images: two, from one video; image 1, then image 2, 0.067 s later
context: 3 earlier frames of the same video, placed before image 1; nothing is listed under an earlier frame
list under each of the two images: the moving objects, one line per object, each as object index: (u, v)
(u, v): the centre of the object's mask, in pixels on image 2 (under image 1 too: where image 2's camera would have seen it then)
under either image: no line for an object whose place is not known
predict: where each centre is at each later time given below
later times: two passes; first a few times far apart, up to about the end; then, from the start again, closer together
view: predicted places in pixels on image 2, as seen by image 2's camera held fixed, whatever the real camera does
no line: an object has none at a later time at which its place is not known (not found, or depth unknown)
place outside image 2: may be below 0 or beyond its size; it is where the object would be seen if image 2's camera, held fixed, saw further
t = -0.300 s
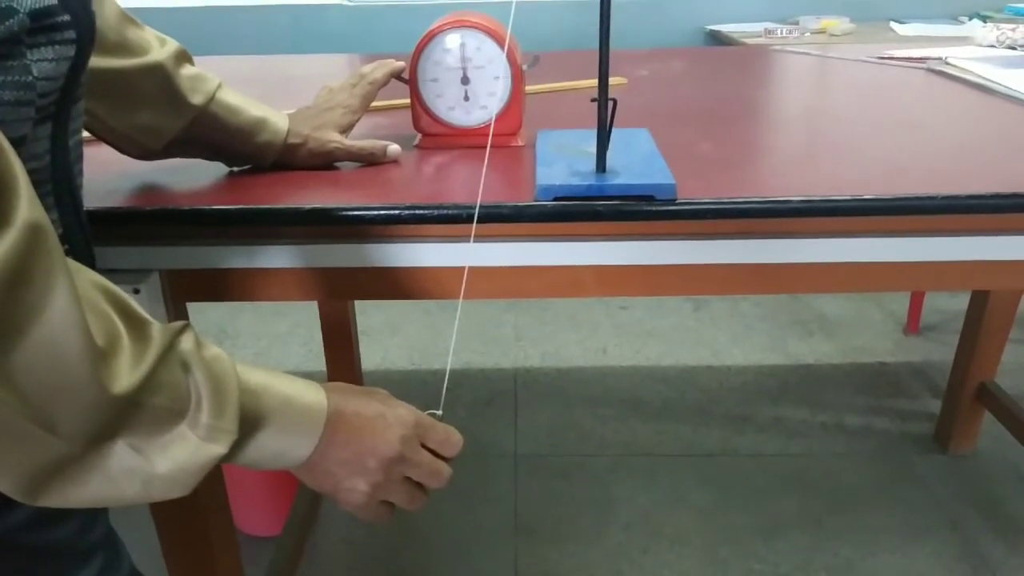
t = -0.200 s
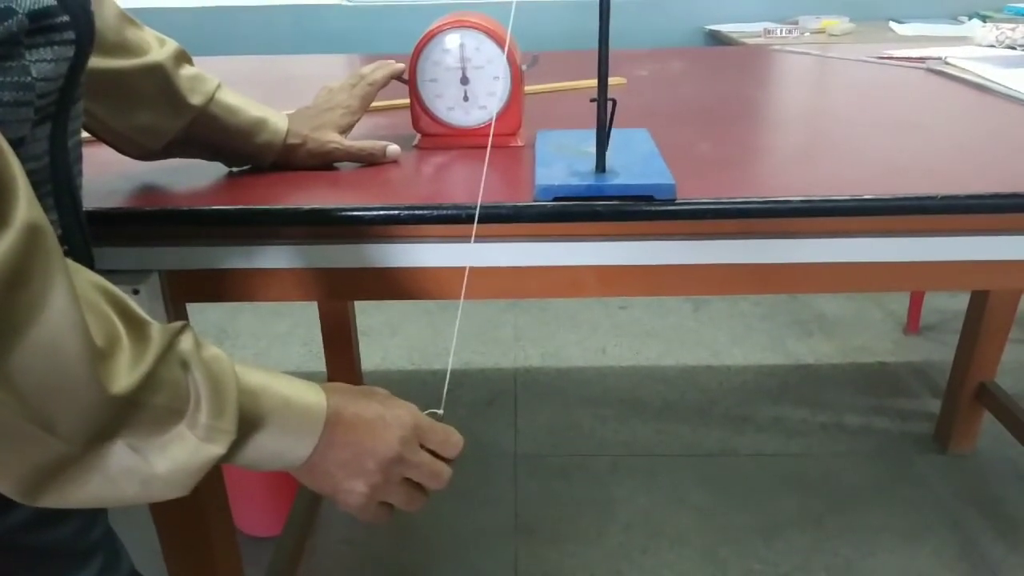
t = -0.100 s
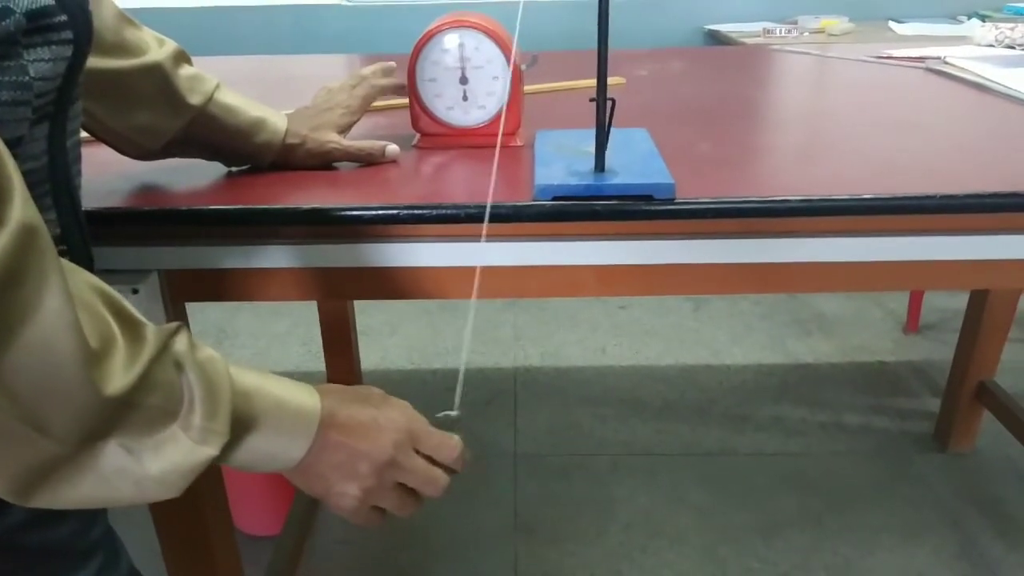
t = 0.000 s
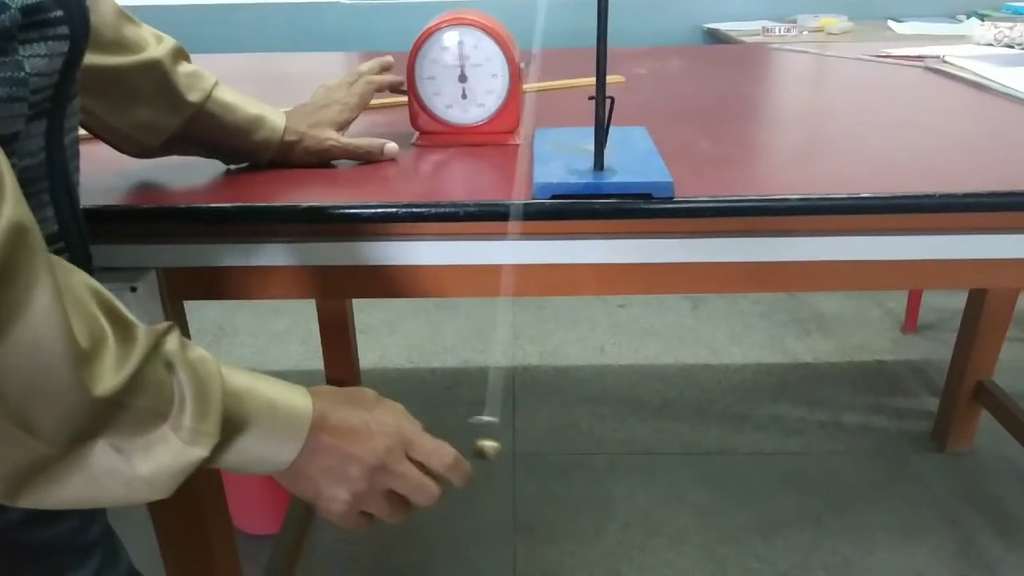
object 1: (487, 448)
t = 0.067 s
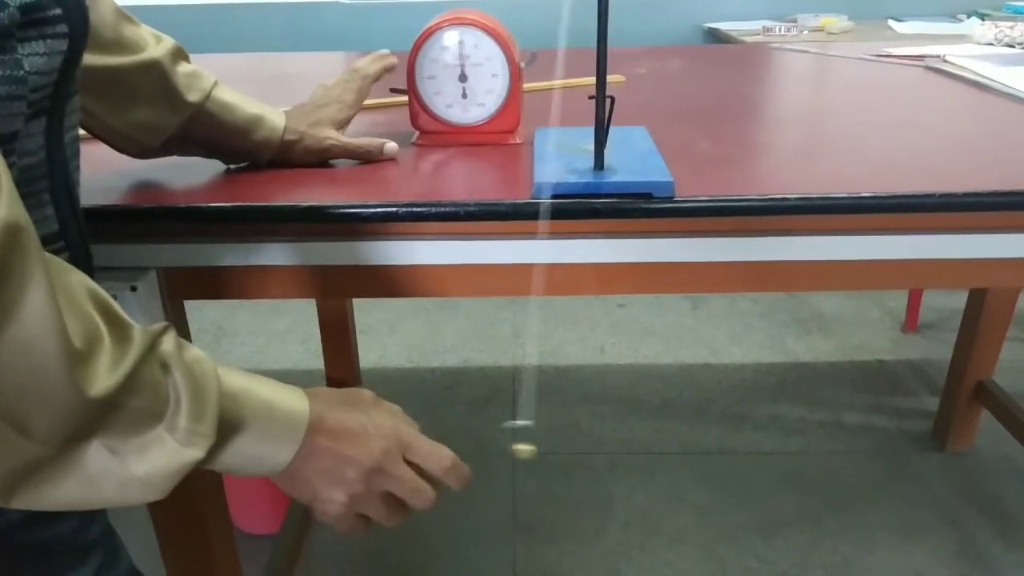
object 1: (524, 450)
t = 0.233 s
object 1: (631, 455)
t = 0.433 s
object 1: (746, 446)
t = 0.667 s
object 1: (787, 436)
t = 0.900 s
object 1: (703, 440)
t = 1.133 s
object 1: (557, 440)
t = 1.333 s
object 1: (458, 433)
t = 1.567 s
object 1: (444, 436)
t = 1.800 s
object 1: (546, 449)
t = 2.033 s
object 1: (697, 450)
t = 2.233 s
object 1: (780, 437)
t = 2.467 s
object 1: (765, 436)
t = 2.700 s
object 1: (640, 442)
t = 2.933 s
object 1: (498, 436)
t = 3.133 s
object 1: (437, 432)
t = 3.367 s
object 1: (479, 441)
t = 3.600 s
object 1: (615, 450)
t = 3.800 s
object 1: (735, 443)
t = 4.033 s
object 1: (789, 432)
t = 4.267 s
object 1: (716, 438)
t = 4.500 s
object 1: (572, 440)
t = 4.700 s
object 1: (467, 436)
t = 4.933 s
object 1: (439, 437)
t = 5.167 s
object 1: (531, 449)
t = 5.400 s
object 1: (680, 448)
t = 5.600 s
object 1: (771, 438)
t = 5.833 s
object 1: (767, 435)
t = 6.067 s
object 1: (653, 443)
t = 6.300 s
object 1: (510, 444)
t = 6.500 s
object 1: (440, 437)
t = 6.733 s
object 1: (469, 447)
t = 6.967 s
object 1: (598, 455)
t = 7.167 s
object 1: (719, 449)
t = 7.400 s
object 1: (781, 437)
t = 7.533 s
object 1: (752, 439)
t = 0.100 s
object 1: (544, 452)
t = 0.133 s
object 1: (565, 452)
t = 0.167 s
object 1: (586, 453)
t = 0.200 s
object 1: (609, 454)
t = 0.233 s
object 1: (631, 455)
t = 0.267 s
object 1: (653, 453)
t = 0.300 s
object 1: (674, 453)
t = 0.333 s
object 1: (695, 450)
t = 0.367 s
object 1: (714, 449)
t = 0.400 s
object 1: (732, 448)
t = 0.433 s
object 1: (746, 446)
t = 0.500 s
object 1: (771, 441)
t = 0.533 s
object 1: (780, 440)
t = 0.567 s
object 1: (786, 438)
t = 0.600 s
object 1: (789, 437)
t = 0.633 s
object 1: (789, 436)
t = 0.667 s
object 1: (787, 436)
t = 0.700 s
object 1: (782, 436)
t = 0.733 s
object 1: (775, 436)
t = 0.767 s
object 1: (764, 436)
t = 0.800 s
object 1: (752, 437)
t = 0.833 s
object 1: (738, 438)
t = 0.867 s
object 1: (722, 438)
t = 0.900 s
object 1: (703, 440)
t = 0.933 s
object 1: (684, 441)
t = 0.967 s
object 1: (664, 442)
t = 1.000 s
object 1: (643, 442)
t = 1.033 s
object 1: (621, 442)
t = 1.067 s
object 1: (599, 441)
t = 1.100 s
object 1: (578, 441)
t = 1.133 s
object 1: (557, 440)
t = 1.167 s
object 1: (537, 439)
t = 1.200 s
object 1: (517, 439)
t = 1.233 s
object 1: (500, 437)
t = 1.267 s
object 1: (484, 436)
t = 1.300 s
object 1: (471, 434)
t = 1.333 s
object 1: (458, 433)
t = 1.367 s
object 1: (449, 433)
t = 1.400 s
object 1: (442, 433)
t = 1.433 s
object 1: (437, 433)
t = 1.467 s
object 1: (435, 433)
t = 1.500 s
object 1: (435, 433)
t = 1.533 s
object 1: (438, 434)
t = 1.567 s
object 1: (444, 436)
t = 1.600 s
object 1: (452, 438)
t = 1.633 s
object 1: (463, 439)
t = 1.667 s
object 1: (476, 442)
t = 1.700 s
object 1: (490, 444)
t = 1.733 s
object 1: (508, 446)
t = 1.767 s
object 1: (527, 448)
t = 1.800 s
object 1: (546, 449)
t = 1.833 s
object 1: (567, 451)
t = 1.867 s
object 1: (589, 452)
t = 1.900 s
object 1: (611, 454)
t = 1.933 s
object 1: (633, 453)
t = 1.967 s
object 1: (656, 452)
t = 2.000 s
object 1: (677, 451)
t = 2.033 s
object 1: (697, 450)
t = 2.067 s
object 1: (715, 448)
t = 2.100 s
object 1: (733, 446)
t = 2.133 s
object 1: (749, 444)
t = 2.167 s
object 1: (762, 441)
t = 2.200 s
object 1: (772, 439)
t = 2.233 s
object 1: (780, 437)
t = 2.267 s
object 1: (787, 436)
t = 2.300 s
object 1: (789, 436)
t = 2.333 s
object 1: (790, 435)
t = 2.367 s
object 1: (787, 434)
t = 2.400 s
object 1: (782, 434)
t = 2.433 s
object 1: (775, 435)
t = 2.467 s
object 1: (765, 436)
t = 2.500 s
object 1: (752, 436)
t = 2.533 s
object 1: (737, 438)
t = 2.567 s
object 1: (720, 439)
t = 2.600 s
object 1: (702, 441)
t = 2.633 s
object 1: (683, 441)
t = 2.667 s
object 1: (662, 442)
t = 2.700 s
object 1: (640, 442)
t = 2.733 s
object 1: (618, 443)
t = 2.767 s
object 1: (597, 442)
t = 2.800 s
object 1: (574, 442)
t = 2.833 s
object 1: (554, 441)
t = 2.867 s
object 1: (534, 440)
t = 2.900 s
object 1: (515, 438)
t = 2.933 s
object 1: (498, 436)
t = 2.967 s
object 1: (483, 435)
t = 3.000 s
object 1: (469, 434)
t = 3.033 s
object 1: (457, 432)
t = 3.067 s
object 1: (448, 432)
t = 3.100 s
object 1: (442, 432)
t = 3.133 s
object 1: (437, 432)
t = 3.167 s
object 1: (435, 433)
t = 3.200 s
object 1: (436, 434)
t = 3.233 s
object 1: (439, 434)
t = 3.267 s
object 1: (445, 436)
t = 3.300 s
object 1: (454, 437)
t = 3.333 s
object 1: (465, 439)
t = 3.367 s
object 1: (479, 441)
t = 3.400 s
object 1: (494, 443)
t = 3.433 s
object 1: (511, 446)
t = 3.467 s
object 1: (530, 447)
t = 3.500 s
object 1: (550, 449)
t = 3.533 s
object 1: (571, 449)
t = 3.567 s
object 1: (593, 449)
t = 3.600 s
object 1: (615, 450)
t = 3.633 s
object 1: (637, 450)
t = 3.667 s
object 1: (659, 449)
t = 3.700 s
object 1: (680, 448)
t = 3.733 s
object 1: (699, 447)
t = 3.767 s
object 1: (718, 446)
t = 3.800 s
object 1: (735, 443)
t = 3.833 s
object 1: (750, 441)
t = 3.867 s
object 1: (764, 440)
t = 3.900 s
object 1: (774, 438)
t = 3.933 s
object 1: (781, 436)
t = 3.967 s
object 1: (787, 434)
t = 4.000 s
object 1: (789, 433)
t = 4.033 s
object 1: (789, 432)
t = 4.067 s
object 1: (786, 432)
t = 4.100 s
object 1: (780, 432)
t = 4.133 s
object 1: (772, 433)
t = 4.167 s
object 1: (762, 435)
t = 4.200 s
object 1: (749, 435)
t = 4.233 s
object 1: (733, 438)
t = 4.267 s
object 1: (716, 438)
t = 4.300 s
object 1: (697, 439)
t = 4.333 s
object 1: (678, 440)
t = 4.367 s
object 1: (657, 440)
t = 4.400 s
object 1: (636, 441)
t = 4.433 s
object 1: (614, 441)
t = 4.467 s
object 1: (593, 441)
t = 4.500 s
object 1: (572, 440)
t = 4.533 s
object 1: (552, 440)
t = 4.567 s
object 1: (531, 439)
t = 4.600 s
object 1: (513, 439)
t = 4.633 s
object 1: (496, 438)
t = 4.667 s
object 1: (480, 437)
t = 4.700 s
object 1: (467, 436)
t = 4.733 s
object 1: (456, 435)
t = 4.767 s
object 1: (448, 436)
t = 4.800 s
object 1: (440, 434)
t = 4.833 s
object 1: (436, 435)
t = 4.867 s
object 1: (435, 434)
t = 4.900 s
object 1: (436, 435)
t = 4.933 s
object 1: (439, 437)
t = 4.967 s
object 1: (446, 438)
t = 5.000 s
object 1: (454, 440)
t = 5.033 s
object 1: (466, 441)
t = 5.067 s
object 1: (479, 443)
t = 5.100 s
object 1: (495, 446)
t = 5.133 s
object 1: (513, 448)
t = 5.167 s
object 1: (531, 449)
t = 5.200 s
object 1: (552, 450)
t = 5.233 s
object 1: (573, 452)
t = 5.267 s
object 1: (594, 453)
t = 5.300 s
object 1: (616, 452)
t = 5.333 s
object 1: (638, 451)
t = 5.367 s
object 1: (660, 450)
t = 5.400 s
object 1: (680, 448)
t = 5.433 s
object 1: (700, 447)
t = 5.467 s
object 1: (718, 445)
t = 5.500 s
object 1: (734, 442)
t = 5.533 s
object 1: (748, 441)
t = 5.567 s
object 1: (761, 439)
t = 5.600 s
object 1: (771, 438)
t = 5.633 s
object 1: (779, 436)
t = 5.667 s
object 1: (783, 435)
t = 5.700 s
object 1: (785, 434)
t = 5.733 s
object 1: (785, 434)
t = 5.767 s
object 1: (781, 434)
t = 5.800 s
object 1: (776, 434)
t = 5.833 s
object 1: (767, 435)
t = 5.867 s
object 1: (757, 436)
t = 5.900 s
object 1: (743, 437)
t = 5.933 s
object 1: (728, 439)
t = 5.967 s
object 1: (711, 439)
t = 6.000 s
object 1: (693, 442)
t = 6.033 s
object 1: (674, 442)
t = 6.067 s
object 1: (653, 443)
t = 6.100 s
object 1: (632, 443)
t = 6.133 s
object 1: (611, 444)
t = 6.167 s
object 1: (589, 444)
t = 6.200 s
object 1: (568, 445)
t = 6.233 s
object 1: (548, 444)
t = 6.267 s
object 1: (529, 444)
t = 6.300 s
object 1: (510, 444)
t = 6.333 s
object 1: (494, 442)
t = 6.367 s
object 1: (478, 441)
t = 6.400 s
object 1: (465, 440)
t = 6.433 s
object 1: (455, 440)
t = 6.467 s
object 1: (446, 437)
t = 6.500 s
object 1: (440, 437)
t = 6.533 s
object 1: (436, 439)
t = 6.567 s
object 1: (435, 440)
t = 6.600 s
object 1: (437, 441)
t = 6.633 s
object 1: (441, 442)
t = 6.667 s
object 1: (448, 443)
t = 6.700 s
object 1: (457, 446)
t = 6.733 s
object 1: (469, 447)
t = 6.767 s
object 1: (483, 449)
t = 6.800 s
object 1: (499, 450)
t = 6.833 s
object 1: (516, 453)
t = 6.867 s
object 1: (536, 454)
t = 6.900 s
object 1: (556, 455)
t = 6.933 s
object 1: (576, 455)
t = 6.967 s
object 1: (598, 455)
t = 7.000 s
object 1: (619, 455)
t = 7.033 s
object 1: (641, 454)
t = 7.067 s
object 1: (662, 453)
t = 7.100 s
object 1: (682, 453)
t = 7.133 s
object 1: (701, 450)
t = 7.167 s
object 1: (719, 449)
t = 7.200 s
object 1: (735, 447)
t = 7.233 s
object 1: (749, 445)
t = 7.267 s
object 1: (761, 443)
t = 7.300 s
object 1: (770, 441)
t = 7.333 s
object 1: (777, 439)
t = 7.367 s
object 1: (781, 439)
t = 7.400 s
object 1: (781, 437)
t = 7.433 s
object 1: (778, 437)
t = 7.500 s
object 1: (763, 438)
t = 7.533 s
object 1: (752, 439)
